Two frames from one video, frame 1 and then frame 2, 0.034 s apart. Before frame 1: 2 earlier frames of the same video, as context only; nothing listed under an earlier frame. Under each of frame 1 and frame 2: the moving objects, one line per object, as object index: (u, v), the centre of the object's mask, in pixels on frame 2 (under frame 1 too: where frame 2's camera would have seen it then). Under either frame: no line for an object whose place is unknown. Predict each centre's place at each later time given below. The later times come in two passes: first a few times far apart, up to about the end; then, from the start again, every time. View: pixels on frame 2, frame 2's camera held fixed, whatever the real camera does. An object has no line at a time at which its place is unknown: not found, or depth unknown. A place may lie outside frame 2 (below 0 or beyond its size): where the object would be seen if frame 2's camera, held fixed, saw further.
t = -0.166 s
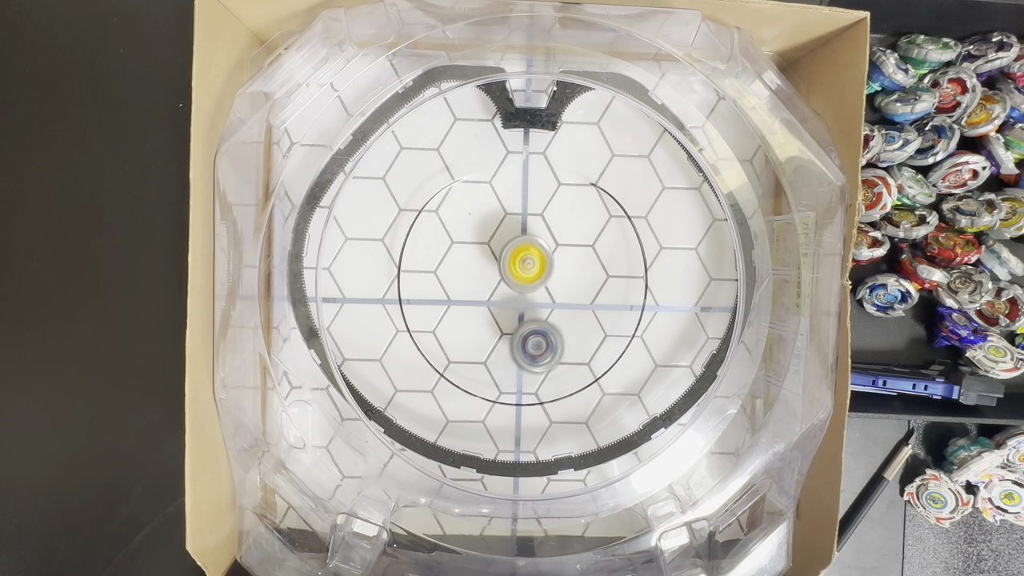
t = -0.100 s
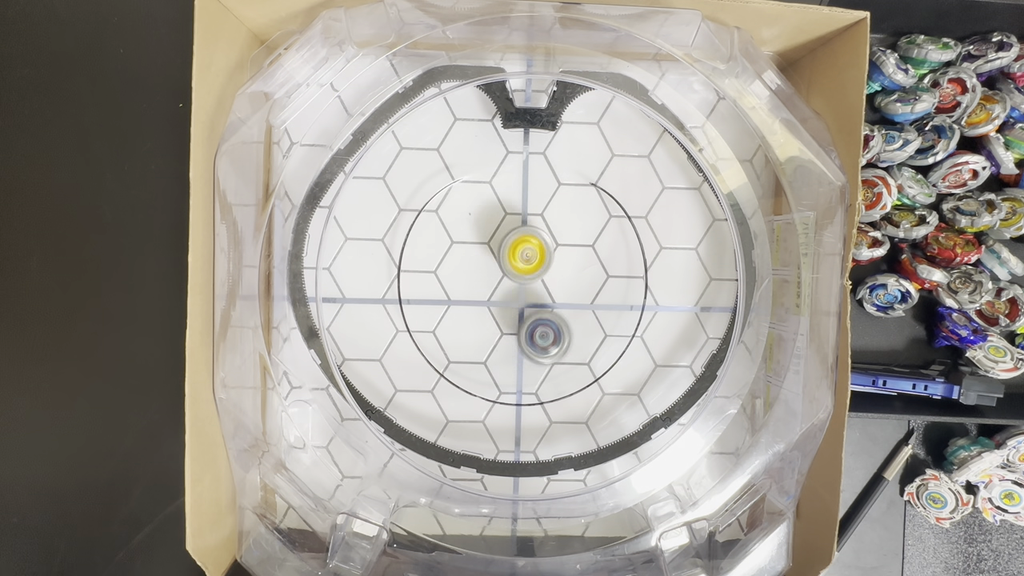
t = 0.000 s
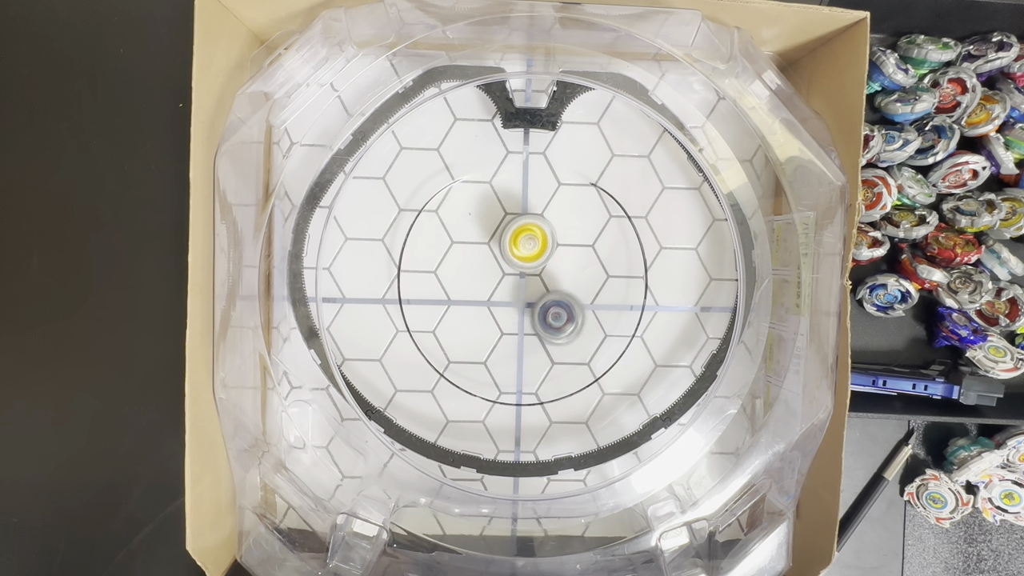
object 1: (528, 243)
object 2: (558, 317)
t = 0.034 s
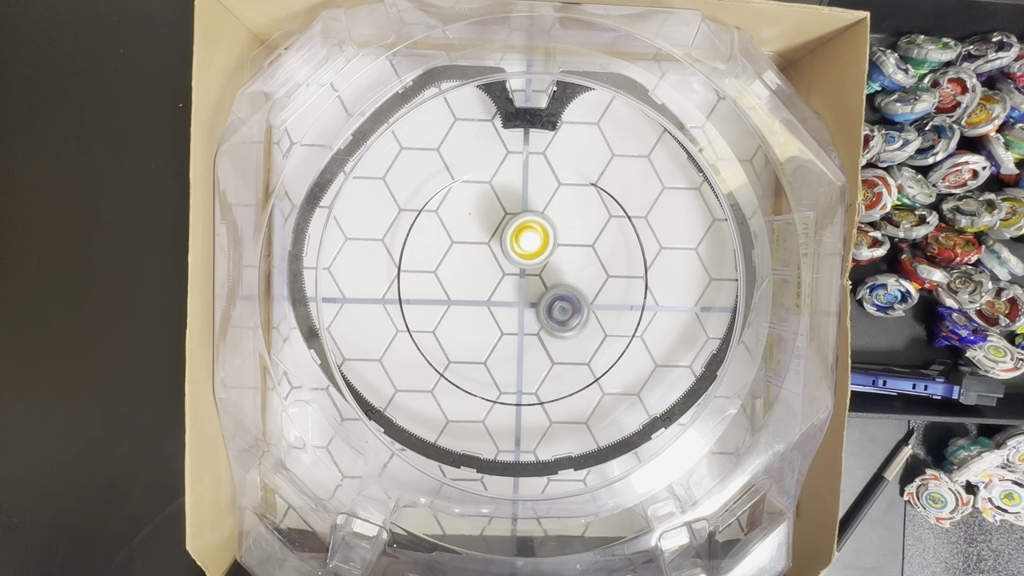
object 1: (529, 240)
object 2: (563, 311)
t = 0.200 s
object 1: (538, 232)
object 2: (582, 284)
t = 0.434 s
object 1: (532, 229)
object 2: (580, 284)
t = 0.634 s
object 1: (507, 232)
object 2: (545, 291)
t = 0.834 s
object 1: (487, 223)
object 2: (503, 292)
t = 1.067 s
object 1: (477, 186)
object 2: (490, 315)
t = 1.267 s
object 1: (490, 215)
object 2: (502, 314)
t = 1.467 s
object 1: (507, 249)
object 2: (538, 314)
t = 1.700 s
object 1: (504, 275)
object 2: (558, 344)
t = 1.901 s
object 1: (482, 295)
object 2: (540, 315)
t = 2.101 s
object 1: (448, 287)
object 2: (559, 269)
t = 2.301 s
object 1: (467, 277)
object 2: (573, 243)
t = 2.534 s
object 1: (496, 281)
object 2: (557, 251)
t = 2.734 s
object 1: (504, 305)
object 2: (537, 258)
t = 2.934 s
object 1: (496, 335)
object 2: (538, 237)
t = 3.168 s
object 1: (490, 327)
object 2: (530, 259)
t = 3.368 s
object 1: (451, 347)
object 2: (558, 243)
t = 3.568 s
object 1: (472, 340)
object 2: (593, 243)
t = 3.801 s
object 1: (504, 346)
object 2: (558, 280)
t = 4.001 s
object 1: (520, 365)
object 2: (510, 294)
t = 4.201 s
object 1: (522, 369)
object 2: (474, 285)
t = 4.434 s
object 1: (525, 345)
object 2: (490, 274)
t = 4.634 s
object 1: (547, 338)
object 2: (525, 274)
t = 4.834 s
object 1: (564, 338)
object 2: (555, 267)
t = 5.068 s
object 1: (556, 339)
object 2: (551, 263)
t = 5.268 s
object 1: (545, 320)
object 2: (532, 254)
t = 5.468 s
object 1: (551, 312)
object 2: (502, 237)
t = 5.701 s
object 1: (556, 308)
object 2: (488, 243)
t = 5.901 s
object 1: (556, 306)
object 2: (501, 275)
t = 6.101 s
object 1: (572, 311)
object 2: (505, 290)
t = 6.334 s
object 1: (572, 303)
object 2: (491, 291)
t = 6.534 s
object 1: (572, 296)
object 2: (507, 288)
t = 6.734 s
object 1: (579, 292)
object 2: (518, 290)
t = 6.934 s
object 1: (577, 286)
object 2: (505, 289)
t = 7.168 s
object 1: (574, 276)
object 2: (509, 286)
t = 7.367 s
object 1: (585, 269)
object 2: (506, 288)
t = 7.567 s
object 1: (623, 266)
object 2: (484, 294)
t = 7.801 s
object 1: (588, 277)
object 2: (524, 284)
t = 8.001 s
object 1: (564, 331)
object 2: (478, 244)
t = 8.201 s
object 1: (510, 321)
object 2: (468, 246)
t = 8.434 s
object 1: (500, 291)
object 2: (495, 240)
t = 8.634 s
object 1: (527, 304)
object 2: (497, 248)
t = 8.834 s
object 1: (517, 307)
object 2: (490, 257)
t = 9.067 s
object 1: (530, 286)
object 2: (492, 256)
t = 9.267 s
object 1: (557, 275)
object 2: (493, 256)
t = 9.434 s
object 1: (563, 274)
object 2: (493, 256)
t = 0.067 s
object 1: (531, 237)
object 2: (567, 305)
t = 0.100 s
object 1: (532, 235)
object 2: (572, 298)
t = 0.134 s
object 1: (534, 233)
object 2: (576, 292)
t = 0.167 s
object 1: (536, 232)
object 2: (579, 288)
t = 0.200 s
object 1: (538, 232)
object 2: (582, 284)
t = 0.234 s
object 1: (540, 232)
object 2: (583, 281)
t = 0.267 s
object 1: (542, 233)
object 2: (584, 279)
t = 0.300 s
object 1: (542, 233)
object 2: (584, 278)
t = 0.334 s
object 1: (541, 232)
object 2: (585, 279)
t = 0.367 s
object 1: (540, 233)
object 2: (584, 278)
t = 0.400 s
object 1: (539, 235)
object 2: (580, 278)
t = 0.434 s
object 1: (532, 229)
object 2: (580, 284)
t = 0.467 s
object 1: (524, 225)
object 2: (578, 289)
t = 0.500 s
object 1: (519, 223)
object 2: (575, 292)
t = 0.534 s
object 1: (516, 224)
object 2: (569, 293)
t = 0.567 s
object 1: (513, 226)
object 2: (562, 293)
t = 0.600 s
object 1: (510, 229)
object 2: (555, 292)
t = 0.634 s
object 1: (507, 232)
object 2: (545, 291)
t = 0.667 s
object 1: (505, 235)
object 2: (537, 288)
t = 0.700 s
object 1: (500, 231)
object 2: (530, 289)
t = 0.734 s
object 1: (494, 225)
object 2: (523, 293)
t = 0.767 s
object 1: (491, 222)
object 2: (517, 295)
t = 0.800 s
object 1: (489, 222)
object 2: (510, 294)
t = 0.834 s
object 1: (487, 223)
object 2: (503, 292)
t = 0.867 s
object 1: (485, 224)
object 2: (497, 289)
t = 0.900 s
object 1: (482, 225)
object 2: (492, 285)
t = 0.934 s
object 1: (478, 207)
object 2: (490, 295)
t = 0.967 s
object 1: (476, 196)
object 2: (490, 303)
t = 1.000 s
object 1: (475, 188)
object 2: (490, 309)
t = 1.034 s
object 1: (476, 186)
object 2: (490, 313)
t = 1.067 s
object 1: (477, 186)
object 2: (490, 315)
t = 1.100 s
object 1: (478, 187)
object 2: (490, 316)
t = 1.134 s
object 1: (480, 191)
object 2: (490, 317)
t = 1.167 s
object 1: (482, 195)
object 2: (492, 317)
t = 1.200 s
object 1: (485, 201)
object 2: (495, 316)
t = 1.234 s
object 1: (488, 208)
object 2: (498, 316)
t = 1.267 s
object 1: (490, 215)
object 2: (502, 314)
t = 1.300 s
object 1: (493, 222)
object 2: (507, 313)
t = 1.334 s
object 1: (497, 229)
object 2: (512, 312)
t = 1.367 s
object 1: (501, 237)
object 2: (517, 310)
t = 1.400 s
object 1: (504, 244)
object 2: (523, 309)
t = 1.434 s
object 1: (507, 250)
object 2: (529, 308)
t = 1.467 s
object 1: (507, 249)
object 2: (538, 314)
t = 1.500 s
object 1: (507, 249)
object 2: (545, 321)
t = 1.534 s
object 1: (508, 251)
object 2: (551, 325)
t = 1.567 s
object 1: (508, 255)
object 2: (556, 331)
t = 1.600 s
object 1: (509, 259)
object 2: (559, 336)
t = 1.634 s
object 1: (508, 265)
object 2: (561, 339)
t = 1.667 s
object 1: (506, 270)
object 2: (561, 343)
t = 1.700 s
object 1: (504, 275)
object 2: (558, 344)
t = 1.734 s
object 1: (501, 280)
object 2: (555, 343)
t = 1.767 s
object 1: (498, 284)
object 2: (551, 341)
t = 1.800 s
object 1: (495, 288)
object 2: (548, 337)
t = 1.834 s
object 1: (492, 291)
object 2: (544, 331)
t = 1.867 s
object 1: (488, 294)
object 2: (540, 323)
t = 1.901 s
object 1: (482, 295)
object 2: (540, 315)
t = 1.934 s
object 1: (470, 293)
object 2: (544, 308)
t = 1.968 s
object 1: (460, 292)
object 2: (546, 300)
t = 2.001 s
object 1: (453, 290)
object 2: (549, 292)
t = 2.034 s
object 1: (450, 289)
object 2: (552, 284)
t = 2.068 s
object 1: (449, 288)
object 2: (555, 276)
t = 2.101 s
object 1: (448, 287)
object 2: (559, 269)
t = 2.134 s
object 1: (448, 285)
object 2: (562, 262)
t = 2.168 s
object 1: (450, 283)
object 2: (565, 256)
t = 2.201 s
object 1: (453, 281)
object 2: (568, 250)
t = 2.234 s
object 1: (456, 280)
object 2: (570, 247)
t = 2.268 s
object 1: (461, 278)
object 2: (573, 244)
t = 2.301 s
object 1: (467, 277)
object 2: (573, 243)
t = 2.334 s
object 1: (473, 276)
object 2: (573, 243)
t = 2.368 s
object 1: (478, 275)
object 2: (572, 244)
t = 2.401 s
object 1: (485, 274)
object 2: (570, 245)
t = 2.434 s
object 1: (490, 274)
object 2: (566, 248)
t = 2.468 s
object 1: (497, 273)
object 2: (561, 251)
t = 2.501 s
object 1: (500, 276)
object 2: (557, 253)
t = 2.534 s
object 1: (496, 281)
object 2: (557, 251)
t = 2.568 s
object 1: (494, 285)
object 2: (556, 251)
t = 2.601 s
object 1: (496, 288)
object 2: (553, 253)
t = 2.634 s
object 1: (498, 292)
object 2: (550, 254)
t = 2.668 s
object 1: (501, 295)
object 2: (545, 256)
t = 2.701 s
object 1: (504, 300)
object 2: (542, 257)
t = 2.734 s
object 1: (504, 305)
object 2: (537, 258)
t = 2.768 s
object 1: (502, 315)
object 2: (536, 252)
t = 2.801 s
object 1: (501, 322)
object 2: (536, 248)
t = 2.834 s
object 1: (499, 326)
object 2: (536, 244)
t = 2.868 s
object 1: (498, 330)
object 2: (536, 240)
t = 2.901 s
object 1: (497, 333)
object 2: (537, 237)
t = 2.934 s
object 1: (496, 335)
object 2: (538, 237)
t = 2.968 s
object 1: (494, 336)
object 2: (538, 237)
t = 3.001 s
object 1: (493, 336)
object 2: (538, 239)
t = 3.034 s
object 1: (492, 336)
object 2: (537, 242)
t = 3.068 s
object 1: (491, 334)
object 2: (536, 246)
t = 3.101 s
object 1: (490, 332)
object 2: (535, 250)
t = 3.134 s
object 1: (490, 329)
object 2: (533, 254)
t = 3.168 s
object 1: (490, 327)
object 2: (530, 259)
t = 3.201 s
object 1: (490, 324)
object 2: (526, 265)
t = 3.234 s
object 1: (490, 320)
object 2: (523, 270)
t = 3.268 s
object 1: (479, 328)
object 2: (529, 264)
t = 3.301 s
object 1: (467, 337)
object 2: (540, 254)
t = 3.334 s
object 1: (456, 343)
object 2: (550, 247)
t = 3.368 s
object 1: (451, 347)
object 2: (558, 243)
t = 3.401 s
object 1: (450, 346)
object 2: (565, 240)
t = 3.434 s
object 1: (452, 345)
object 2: (572, 238)
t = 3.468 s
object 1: (456, 343)
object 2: (578, 237)
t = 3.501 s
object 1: (461, 342)
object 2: (584, 237)
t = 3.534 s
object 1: (467, 341)
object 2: (590, 239)
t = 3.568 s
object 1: (472, 340)
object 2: (593, 243)
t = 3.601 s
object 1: (477, 340)
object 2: (593, 248)
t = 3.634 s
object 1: (482, 340)
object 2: (591, 254)
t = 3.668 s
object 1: (488, 341)
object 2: (587, 260)
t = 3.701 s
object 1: (492, 341)
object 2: (581, 266)
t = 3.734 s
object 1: (497, 342)
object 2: (574, 272)
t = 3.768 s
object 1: (501, 344)
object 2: (566, 276)
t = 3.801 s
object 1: (504, 346)
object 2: (558, 280)
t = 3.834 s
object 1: (508, 348)
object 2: (550, 283)
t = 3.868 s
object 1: (511, 349)
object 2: (541, 288)
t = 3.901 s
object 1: (514, 351)
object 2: (533, 291)
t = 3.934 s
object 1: (517, 354)
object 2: (525, 294)
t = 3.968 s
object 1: (518, 356)
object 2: (518, 297)
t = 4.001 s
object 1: (520, 365)
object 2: (510, 294)
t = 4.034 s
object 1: (521, 369)
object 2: (503, 291)
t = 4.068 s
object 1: (521, 371)
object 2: (497, 290)
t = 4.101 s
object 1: (521, 371)
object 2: (490, 289)
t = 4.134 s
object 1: (522, 371)
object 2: (483, 288)
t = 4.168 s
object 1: (522, 370)
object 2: (478, 287)
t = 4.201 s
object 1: (522, 369)
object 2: (474, 285)
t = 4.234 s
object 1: (522, 366)
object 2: (471, 283)
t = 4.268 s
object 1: (522, 363)
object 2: (471, 280)
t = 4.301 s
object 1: (523, 361)
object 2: (473, 278)
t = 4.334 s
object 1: (523, 357)
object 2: (476, 275)
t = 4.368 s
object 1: (523, 353)
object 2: (479, 274)
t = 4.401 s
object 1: (524, 349)
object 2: (484, 274)
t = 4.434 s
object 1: (525, 345)
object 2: (490, 274)
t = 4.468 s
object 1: (527, 340)
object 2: (497, 275)
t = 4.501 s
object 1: (530, 337)
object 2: (503, 276)
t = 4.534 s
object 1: (532, 333)
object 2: (510, 278)
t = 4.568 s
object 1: (536, 330)
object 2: (516, 279)
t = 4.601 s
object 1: (540, 333)
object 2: (521, 277)
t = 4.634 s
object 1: (547, 338)
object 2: (525, 274)
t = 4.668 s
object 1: (552, 339)
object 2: (530, 271)
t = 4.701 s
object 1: (557, 339)
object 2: (535, 268)
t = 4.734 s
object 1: (559, 339)
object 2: (541, 266)
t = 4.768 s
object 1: (562, 339)
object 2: (546, 266)
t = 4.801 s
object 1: (563, 339)
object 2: (551, 265)
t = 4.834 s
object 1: (564, 338)
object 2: (555, 267)
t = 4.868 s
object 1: (563, 336)
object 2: (558, 269)
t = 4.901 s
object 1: (564, 335)
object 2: (560, 272)
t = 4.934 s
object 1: (563, 334)
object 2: (560, 274)
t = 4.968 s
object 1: (563, 335)
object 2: (559, 274)
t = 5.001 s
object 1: (562, 340)
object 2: (557, 270)
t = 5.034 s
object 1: (558, 341)
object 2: (554, 267)
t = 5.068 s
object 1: (556, 339)
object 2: (551, 263)
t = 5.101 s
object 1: (553, 337)
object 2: (549, 261)
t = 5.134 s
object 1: (550, 332)
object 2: (546, 258)
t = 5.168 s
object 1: (549, 330)
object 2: (543, 257)
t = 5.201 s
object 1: (548, 328)
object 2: (540, 256)
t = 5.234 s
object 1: (546, 324)
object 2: (537, 255)
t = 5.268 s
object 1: (545, 320)
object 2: (532, 254)
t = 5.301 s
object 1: (543, 314)
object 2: (528, 254)
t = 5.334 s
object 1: (543, 309)
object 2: (522, 252)
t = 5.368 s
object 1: (546, 310)
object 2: (516, 245)
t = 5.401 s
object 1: (548, 312)
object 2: (510, 242)
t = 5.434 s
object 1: (550, 312)
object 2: (506, 239)
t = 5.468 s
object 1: (551, 312)
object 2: (502, 237)
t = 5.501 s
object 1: (552, 311)
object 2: (497, 234)
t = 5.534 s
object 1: (553, 311)
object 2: (493, 234)
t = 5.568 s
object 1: (553, 310)
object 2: (491, 233)
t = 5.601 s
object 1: (554, 309)
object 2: (489, 235)
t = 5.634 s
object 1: (554, 308)
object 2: (488, 236)
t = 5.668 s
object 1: (555, 308)
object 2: (488, 240)
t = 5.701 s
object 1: (556, 308)
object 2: (488, 243)
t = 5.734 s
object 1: (557, 307)
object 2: (489, 247)
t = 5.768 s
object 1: (557, 307)
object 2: (490, 253)
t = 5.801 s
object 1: (557, 307)
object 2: (492, 258)
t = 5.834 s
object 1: (557, 307)
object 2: (495, 264)
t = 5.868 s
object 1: (557, 306)
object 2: (498, 270)
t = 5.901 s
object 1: (556, 306)
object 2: (501, 275)
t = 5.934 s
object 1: (559, 307)
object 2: (503, 278)
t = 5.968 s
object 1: (563, 309)
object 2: (502, 279)
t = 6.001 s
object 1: (565, 309)
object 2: (503, 282)
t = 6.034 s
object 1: (564, 310)
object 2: (508, 286)
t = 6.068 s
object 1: (565, 310)
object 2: (510, 289)
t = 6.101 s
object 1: (572, 311)
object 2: (505, 290)
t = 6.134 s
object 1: (575, 312)
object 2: (503, 291)
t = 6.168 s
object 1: (574, 314)
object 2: (501, 292)
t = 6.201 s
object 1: (572, 313)
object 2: (498, 292)
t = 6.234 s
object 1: (571, 310)
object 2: (495, 293)
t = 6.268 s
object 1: (571, 307)
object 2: (492, 293)
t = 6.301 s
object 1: (571, 305)
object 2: (492, 292)
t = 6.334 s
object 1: (572, 303)
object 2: (491, 291)
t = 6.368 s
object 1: (574, 301)
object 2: (493, 292)
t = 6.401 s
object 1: (574, 301)
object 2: (495, 291)
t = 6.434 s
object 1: (575, 300)
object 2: (497, 290)
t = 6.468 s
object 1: (573, 299)
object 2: (500, 289)
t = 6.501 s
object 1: (573, 298)
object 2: (504, 289)
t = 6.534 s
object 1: (572, 296)
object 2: (507, 288)
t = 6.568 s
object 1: (572, 294)
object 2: (512, 288)
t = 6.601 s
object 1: (573, 293)
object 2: (515, 288)
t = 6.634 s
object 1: (579, 292)
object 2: (515, 288)
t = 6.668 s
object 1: (581, 292)
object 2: (515, 290)
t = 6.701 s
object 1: (580, 292)
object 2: (517, 290)
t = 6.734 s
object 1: (579, 292)
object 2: (518, 290)
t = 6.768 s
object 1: (578, 290)
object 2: (517, 291)
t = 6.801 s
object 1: (582, 289)
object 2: (514, 291)
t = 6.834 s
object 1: (583, 290)
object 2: (511, 291)
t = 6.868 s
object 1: (582, 290)
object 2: (509, 290)
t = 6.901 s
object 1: (579, 289)
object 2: (506, 290)
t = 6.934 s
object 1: (577, 286)
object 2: (505, 289)
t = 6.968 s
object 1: (576, 284)
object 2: (505, 287)
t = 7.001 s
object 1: (576, 281)
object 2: (504, 288)
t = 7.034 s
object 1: (576, 280)
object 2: (505, 288)
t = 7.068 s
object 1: (576, 279)
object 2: (506, 287)
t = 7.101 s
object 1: (575, 278)
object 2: (506, 287)
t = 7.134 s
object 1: (575, 277)
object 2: (507, 287)
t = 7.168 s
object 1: (574, 276)
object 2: (509, 286)
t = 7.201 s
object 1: (573, 274)
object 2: (509, 286)
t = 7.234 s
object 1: (573, 273)
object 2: (512, 287)
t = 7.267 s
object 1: (572, 272)
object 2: (515, 287)
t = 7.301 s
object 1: (572, 272)
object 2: (516, 286)
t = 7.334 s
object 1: (572, 271)
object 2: (517, 286)
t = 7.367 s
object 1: (585, 269)
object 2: (506, 288)
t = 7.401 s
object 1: (598, 268)
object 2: (496, 289)
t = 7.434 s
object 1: (608, 265)
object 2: (488, 290)
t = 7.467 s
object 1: (615, 265)
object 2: (482, 292)
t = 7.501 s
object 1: (620, 264)
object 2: (481, 293)
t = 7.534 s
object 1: (623, 264)
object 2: (481, 294)
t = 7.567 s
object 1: (623, 266)
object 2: (484, 294)
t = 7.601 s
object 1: (622, 267)
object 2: (489, 294)
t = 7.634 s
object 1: (619, 268)
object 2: (494, 293)
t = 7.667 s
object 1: (615, 269)
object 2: (500, 292)
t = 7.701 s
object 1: (610, 270)
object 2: (506, 290)
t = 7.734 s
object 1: (605, 272)
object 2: (512, 288)
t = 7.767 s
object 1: (597, 274)
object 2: (519, 285)
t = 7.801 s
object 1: (588, 277)
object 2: (524, 284)
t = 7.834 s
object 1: (578, 283)
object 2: (530, 281)
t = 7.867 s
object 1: (573, 293)
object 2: (529, 276)
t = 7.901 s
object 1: (571, 302)
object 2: (516, 267)
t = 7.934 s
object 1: (572, 315)
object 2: (504, 258)
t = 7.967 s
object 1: (568, 323)
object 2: (489, 249)
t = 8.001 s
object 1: (564, 331)
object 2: (478, 244)
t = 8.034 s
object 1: (556, 339)
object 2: (471, 241)
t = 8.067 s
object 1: (547, 341)
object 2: (467, 239)
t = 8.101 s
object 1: (538, 340)
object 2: (464, 240)
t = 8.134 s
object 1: (527, 337)
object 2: (465, 240)
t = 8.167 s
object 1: (517, 329)
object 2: (466, 243)
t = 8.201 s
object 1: (510, 321)
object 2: (468, 246)
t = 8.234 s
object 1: (504, 310)
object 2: (470, 250)
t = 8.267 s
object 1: (496, 298)
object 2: (475, 254)
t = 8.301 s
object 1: (492, 291)
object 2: (479, 252)
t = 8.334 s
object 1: (492, 290)
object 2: (484, 249)
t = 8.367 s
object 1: (490, 293)
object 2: (488, 244)
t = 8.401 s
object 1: (494, 292)
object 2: (492, 242)
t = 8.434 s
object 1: (500, 291)
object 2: (495, 240)
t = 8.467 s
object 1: (506, 291)
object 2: (497, 240)
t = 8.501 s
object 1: (513, 292)
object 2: (499, 241)
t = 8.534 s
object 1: (518, 295)
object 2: (499, 243)
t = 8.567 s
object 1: (522, 297)
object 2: (498, 244)
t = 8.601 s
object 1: (526, 301)
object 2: (498, 245)
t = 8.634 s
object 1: (527, 304)
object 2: (497, 248)
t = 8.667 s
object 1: (527, 307)
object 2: (495, 251)
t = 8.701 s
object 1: (526, 310)
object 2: (494, 252)
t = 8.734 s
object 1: (524, 311)
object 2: (492, 254)
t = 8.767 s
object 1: (522, 311)
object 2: (490, 256)
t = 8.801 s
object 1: (519, 310)
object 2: (489, 258)
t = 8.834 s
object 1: (517, 307)
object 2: (490, 257)
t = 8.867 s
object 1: (516, 304)
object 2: (491, 257)
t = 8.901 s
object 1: (516, 301)
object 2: (492, 257)
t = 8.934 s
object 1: (517, 297)
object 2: (491, 257)
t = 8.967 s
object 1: (519, 293)
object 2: (491, 258)
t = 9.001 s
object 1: (522, 290)
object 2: (490, 258)
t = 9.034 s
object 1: (525, 288)
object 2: (491, 257)
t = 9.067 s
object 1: (530, 286)
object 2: (492, 256)
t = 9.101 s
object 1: (536, 285)
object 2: (493, 256)
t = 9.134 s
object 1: (542, 282)
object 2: (493, 256)
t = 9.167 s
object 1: (547, 279)
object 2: (493, 256)
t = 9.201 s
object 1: (551, 277)
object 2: (493, 256)
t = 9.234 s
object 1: (554, 276)
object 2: (493, 256)
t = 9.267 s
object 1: (557, 275)
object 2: (493, 256)
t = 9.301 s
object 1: (559, 275)
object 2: (493, 256)
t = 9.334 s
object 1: (560, 274)
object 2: (493, 256)
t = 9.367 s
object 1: (562, 274)
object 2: (493, 256)
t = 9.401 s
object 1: (562, 274)
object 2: (493, 256)
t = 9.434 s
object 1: (563, 274)
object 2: (493, 256)
